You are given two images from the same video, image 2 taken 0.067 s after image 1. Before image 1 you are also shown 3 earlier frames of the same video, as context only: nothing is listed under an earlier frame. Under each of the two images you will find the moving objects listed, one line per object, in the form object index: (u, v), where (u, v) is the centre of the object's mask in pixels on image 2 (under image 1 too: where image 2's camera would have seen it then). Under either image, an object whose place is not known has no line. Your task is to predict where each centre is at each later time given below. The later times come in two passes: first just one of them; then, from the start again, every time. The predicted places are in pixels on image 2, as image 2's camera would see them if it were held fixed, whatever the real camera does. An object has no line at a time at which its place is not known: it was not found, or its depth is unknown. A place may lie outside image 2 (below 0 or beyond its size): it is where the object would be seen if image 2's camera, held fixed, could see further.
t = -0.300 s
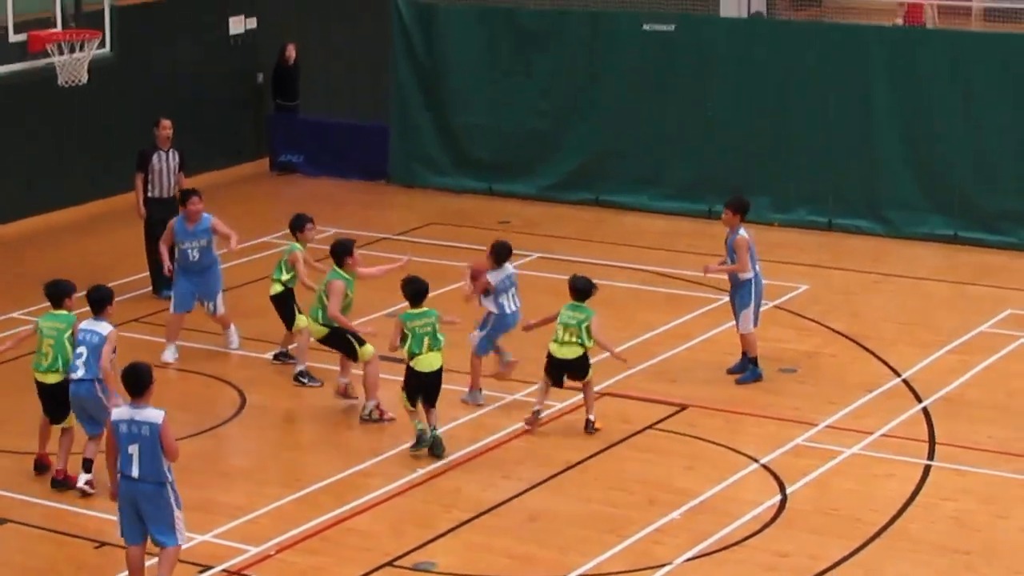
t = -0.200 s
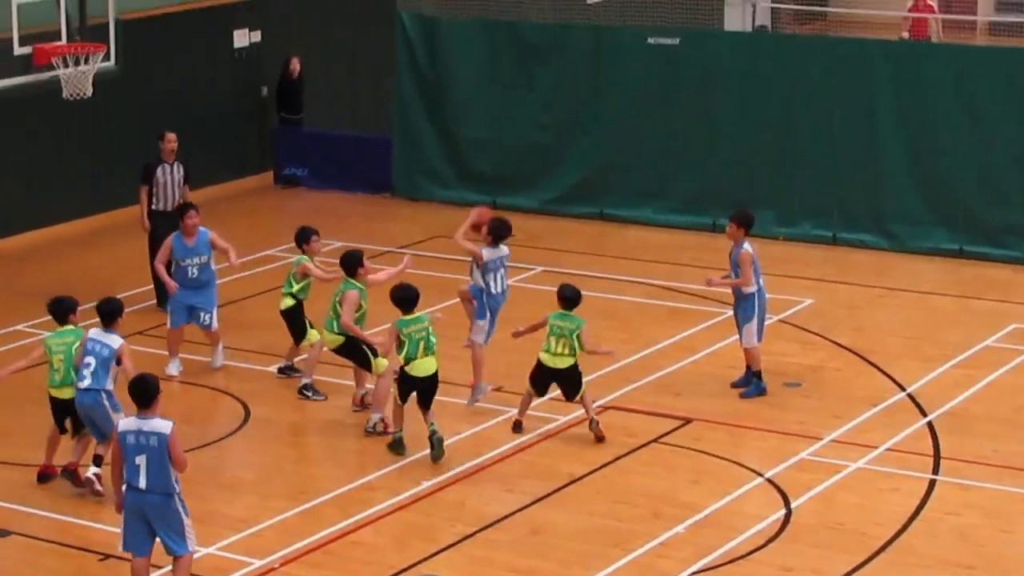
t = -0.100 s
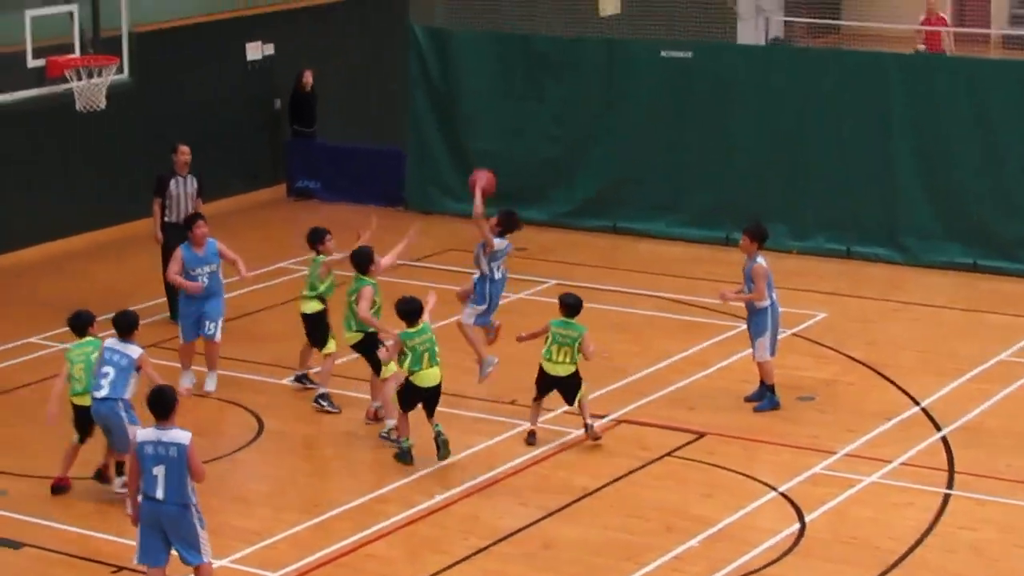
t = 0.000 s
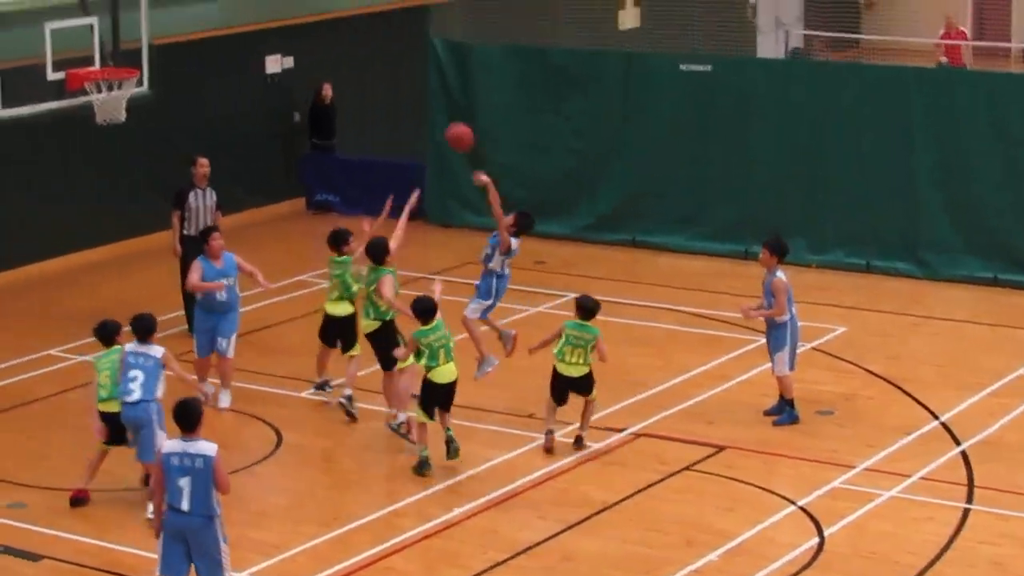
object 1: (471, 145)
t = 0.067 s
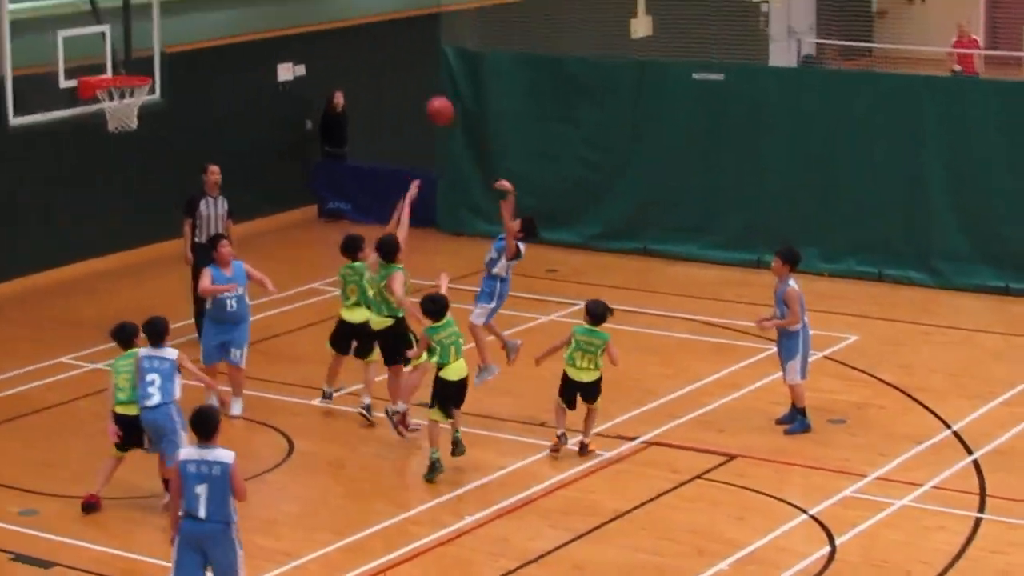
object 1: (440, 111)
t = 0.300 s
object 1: (329, 29)
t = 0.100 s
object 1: (424, 95)
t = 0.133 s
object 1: (408, 81)
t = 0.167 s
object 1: (392, 68)
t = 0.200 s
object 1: (376, 57)
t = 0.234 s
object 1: (360, 47)
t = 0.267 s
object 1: (344, 38)
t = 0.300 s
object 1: (329, 29)
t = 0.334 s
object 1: (312, 23)
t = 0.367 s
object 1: (296, 18)
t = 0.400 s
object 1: (280, 14)
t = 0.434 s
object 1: (264, 11)
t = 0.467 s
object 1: (248, 11)
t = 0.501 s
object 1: (233, 11)
